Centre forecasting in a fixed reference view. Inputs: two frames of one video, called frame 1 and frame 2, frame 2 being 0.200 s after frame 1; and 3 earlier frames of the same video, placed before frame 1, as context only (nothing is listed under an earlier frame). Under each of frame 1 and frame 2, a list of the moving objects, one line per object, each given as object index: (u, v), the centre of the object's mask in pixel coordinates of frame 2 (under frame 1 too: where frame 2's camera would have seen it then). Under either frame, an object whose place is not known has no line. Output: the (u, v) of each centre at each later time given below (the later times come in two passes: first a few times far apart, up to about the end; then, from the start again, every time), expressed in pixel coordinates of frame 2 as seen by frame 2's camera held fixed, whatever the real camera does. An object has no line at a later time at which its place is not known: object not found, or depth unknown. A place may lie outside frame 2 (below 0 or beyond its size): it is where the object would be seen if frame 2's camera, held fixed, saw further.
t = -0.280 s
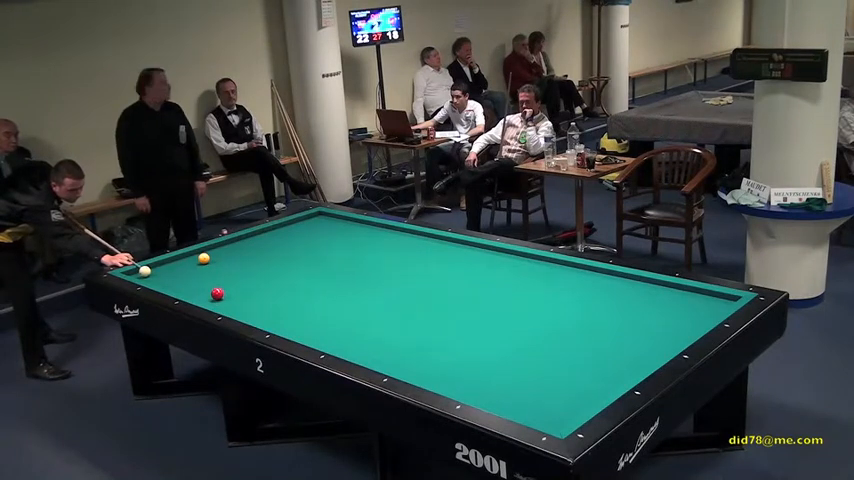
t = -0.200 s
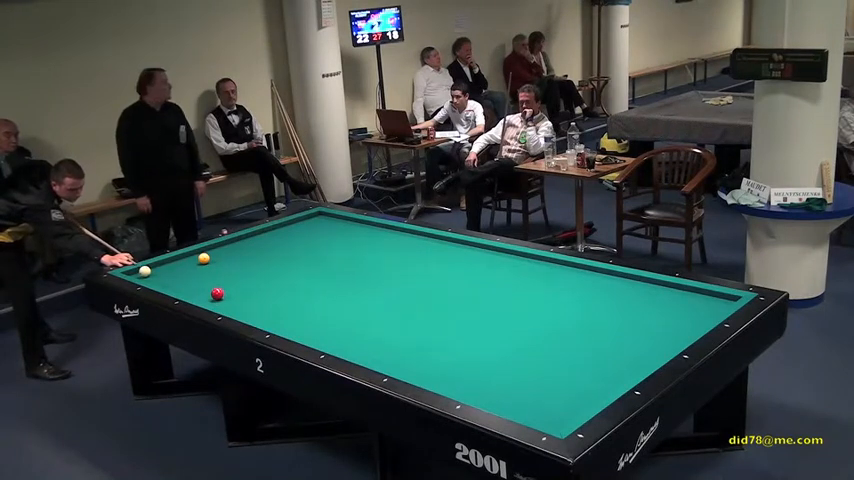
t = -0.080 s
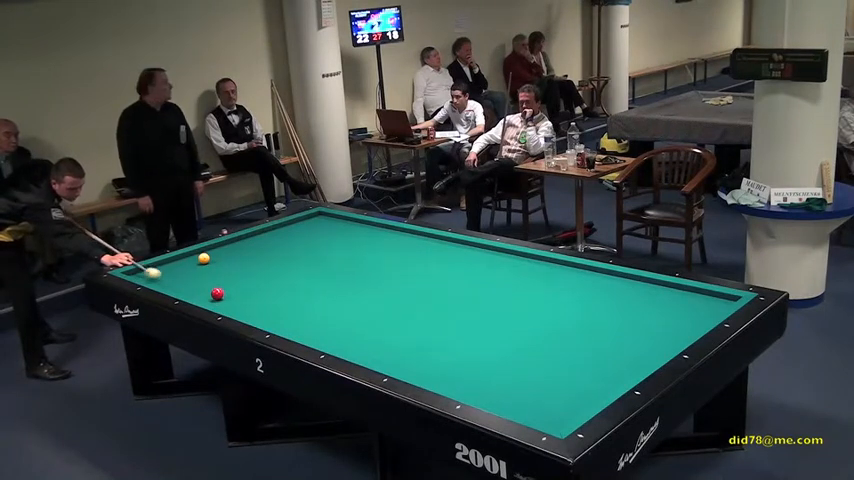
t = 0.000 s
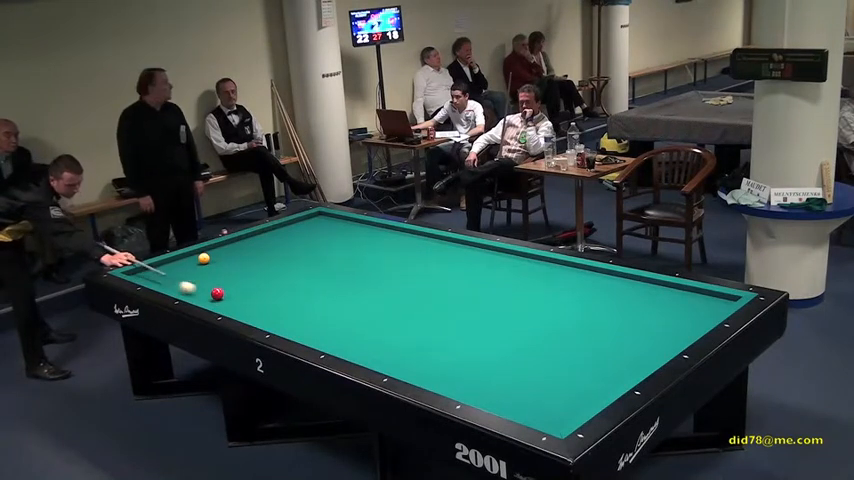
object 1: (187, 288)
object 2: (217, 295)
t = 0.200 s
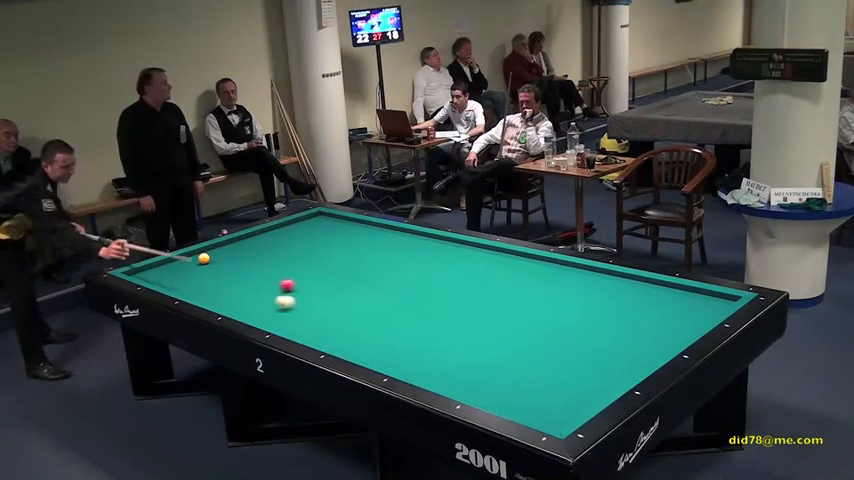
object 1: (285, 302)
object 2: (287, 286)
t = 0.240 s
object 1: (308, 303)
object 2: (303, 284)
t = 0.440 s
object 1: (423, 306)
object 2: (371, 276)
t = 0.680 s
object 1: (557, 309)
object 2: (444, 267)
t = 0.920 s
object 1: (699, 313)
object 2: (514, 258)
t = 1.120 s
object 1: (667, 288)
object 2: (532, 267)
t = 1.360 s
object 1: (569, 292)
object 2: (538, 283)
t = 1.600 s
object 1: (490, 303)
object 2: (544, 290)
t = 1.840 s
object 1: (410, 317)
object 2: (550, 295)
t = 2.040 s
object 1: (341, 330)
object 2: (554, 298)
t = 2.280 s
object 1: (321, 324)
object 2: (560, 302)
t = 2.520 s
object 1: (338, 308)
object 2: (564, 306)
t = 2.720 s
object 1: (347, 297)
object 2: (568, 310)
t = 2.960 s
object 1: (358, 284)
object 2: (573, 313)
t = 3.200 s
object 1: (368, 273)
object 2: (577, 317)
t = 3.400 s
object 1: (376, 264)
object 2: (581, 320)
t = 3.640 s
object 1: (384, 254)
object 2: (585, 324)
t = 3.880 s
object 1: (392, 245)
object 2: (588, 327)
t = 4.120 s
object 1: (399, 237)
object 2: (592, 331)
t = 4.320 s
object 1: (404, 230)
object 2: (595, 334)
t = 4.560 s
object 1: (387, 232)
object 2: (598, 336)
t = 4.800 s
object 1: (370, 233)
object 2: (600, 339)
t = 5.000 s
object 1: (356, 235)
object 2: (602, 341)
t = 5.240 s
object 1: (340, 236)
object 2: (604, 344)
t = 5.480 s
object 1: (324, 238)
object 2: (606, 346)
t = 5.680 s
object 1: (311, 239)
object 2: (607, 348)
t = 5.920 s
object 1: (296, 240)
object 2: (608, 350)
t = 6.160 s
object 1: (282, 242)
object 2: (609, 351)
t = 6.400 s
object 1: (268, 243)
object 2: (610, 353)
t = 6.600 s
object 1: (256, 244)
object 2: (610, 353)
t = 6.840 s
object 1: (243, 246)
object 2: (610, 354)
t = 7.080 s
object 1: (230, 247)
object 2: (611, 355)
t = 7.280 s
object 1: (220, 248)
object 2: (611, 355)
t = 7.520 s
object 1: (208, 249)
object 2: (611, 355)
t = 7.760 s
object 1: (199, 249)
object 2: (611, 355)
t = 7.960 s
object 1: (196, 251)
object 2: (611, 355)
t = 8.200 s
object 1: (193, 254)
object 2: (611, 355)
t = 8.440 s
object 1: (191, 256)
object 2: (611, 355)
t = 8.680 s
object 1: (189, 258)
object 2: (611, 355)
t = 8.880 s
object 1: (187, 259)
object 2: (611, 355)
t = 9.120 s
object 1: (185, 261)
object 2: (611, 355)
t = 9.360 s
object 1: (183, 263)
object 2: (611, 355)
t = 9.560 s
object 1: (182, 264)
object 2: (611, 355)
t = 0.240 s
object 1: (308, 303)
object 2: (303, 284)
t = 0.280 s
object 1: (332, 304)
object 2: (318, 282)
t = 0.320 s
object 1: (355, 304)
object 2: (332, 281)
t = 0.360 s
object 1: (378, 305)
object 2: (346, 279)
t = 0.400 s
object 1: (400, 305)
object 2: (359, 277)
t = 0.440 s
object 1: (423, 306)
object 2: (371, 276)
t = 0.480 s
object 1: (444, 306)
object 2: (384, 275)
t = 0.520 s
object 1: (467, 307)
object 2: (396, 273)
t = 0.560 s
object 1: (489, 307)
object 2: (408, 271)
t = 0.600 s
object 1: (511, 308)
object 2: (420, 270)
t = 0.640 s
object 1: (534, 309)
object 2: (432, 269)
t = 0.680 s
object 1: (557, 309)
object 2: (444, 267)
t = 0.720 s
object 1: (580, 310)
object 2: (456, 266)
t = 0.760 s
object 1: (603, 311)
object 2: (467, 264)
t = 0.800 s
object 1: (627, 311)
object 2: (480, 263)
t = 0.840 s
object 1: (651, 312)
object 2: (491, 262)
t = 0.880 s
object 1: (675, 312)
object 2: (503, 261)
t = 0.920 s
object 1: (699, 313)
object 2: (514, 258)
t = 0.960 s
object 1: (710, 310)
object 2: (526, 257)
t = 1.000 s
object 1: (701, 302)
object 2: (532, 258)
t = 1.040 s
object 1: (693, 295)
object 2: (532, 261)
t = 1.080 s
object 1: (685, 288)
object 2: (532, 264)
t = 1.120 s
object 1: (667, 288)
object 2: (532, 267)
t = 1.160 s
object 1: (649, 289)
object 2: (533, 270)
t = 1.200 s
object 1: (631, 290)
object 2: (534, 272)
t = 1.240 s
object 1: (614, 290)
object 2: (535, 275)
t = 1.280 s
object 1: (598, 291)
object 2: (536, 277)
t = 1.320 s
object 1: (583, 291)
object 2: (537, 280)
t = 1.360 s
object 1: (569, 292)
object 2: (538, 283)
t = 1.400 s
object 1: (555, 292)
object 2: (540, 285)
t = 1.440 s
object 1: (541, 292)
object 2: (541, 284)
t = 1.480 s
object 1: (528, 296)
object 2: (542, 288)
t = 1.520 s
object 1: (516, 298)
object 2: (543, 289)
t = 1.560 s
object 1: (503, 301)
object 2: (544, 290)
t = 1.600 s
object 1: (490, 303)
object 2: (544, 290)
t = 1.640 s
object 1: (477, 306)
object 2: (546, 291)
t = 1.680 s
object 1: (464, 308)
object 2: (546, 292)
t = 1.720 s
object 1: (450, 310)
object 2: (548, 292)
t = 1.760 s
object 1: (437, 313)
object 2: (548, 293)
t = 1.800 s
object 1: (424, 315)
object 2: (549, 294)
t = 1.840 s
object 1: (410, 317)
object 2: (550, 295)
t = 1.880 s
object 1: (396, 320)
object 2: (551, 295)
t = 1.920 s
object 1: (383, 322)
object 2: (552, 296)
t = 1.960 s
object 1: (369, 325)
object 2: (553, 297)
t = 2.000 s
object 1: (355, 327)
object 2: (553, 298)
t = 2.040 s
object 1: (341, 330)
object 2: (554, 298)
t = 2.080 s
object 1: (327, 332)
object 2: (555, 299)
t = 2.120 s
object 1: (313, 334)
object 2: (556, 300)
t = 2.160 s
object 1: (306, 334)
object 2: (557, 300)
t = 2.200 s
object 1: (311, 331)
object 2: (558, 301)
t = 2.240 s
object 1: (317, 328)
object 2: (559, 301)
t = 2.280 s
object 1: (321, 324)
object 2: (560, 302)
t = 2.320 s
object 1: (325, 321)
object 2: (561, 303)
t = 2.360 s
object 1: (329, 318)
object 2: (561, 304)
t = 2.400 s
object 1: (331, 316)
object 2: (562, 304)
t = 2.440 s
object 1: (334, 313)
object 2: (563, 305)
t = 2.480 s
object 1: (336, 310)
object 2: (564, 306)
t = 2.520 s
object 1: (338, 308)
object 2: (564, 306)
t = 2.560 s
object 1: (340, 306)
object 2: (565, 307)
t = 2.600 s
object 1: (342, 303)
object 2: (566, 308)
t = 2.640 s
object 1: (344, 301)
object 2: (567, 308)
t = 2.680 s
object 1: (345, 299)
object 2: (568, 309)
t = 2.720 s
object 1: (347, 297)
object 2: (568, 310)
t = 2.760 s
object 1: (349, 295)
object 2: (569, 310)
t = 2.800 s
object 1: (351, 292)
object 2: (570, 311)
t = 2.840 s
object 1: (353, 290)
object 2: (570, 311)
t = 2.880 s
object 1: (355, 288)
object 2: (572, 312)
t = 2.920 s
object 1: (356, 286)
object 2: (572, 313)
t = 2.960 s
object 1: (358, 284)
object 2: (573, 313)
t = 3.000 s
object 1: (360, 282)
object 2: (574, 314)
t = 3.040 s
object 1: (362, 280)
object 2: (574, 315)
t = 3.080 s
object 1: (363, 278)
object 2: (575, 315)
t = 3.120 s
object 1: (365, 276)
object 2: (576, 316)
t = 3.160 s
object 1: (366, 274)
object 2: (576, 317)
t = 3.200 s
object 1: (368, 273)
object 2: (577, 317)
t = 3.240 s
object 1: (369, 271)
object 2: (578, 318)
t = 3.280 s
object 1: (371, 269)
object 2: (579, 319)
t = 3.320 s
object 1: (373, 267)
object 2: (579, 319)
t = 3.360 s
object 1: (374, 265)
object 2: (580, 320)
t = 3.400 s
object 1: (376, 264)
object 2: (581, 320)
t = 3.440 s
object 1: (377, 262)
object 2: (581, 321)
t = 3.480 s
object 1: (379, 260)
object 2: (582, 322)
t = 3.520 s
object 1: (380, 259)
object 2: (582, 322)
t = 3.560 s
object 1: (381, 257)
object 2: (583, 323)
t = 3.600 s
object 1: (383, 256)
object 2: (584, 323)
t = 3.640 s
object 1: (384, 254)
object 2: (585, 324)
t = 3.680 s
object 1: (386, 252)
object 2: (585, 324)
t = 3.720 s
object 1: (387, 251)
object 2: (586, 325)
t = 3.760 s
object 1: (388, 249)
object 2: (586, 326)
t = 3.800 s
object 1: (389, 248)
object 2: (587, 326)
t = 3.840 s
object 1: (391, 247)
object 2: (588, 327)
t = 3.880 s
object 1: (392, 245)
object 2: (588, 327)
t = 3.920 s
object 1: (393, 244)
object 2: (589, 328)
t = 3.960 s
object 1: (394, 242)
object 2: (589, 329)
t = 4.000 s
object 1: (396, 241)
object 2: (590, 329)
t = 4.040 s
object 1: (397, 239)
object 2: (591, 330)
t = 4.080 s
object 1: (398, 238)
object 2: (591, 330)
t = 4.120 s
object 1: (399, 237)
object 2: (592, 331)
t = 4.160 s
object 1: (400, 235)
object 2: (592, 331)
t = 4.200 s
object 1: (401, 234)
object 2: (593, 332)
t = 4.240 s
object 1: (402, 233)
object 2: (593, 332)
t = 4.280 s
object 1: (404, 232)
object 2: (594, 333)
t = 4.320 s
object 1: (404, 230)
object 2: (595, 334)
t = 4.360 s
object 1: (402, 231)
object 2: (595, 334)
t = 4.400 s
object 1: (398, 231)
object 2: (596, 335)
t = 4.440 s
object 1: (395, 231)
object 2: (596, 335)
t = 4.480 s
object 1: (393, 231)
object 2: (597, 336)
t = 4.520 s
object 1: (390, 232)
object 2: (597, 336)
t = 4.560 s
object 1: (387, 232)
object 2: (598, 336)
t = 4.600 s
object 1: (384, 232)
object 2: (598, 337)
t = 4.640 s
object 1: (381, 232)
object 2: (598, 337)
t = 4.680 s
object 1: (378, 233)
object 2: (599, 338)
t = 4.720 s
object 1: (376, 233)
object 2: (599, 338)
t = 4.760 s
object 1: (373, 233)
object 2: (600, 339)
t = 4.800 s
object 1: (370, 233)
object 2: (600, 339)
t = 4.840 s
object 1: (367, 233)
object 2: (601, 340)
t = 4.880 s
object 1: (364, 234)
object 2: (601, 340)
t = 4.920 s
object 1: (361, 234)
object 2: (601, 341)
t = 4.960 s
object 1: (359, 234)
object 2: (602, 341)
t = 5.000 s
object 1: (356, 235)
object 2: (602, 341)
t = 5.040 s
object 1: (353, 235)
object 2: (602, 342)
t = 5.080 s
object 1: (350, 235)
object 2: (602, 342)
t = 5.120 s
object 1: (348, 235)
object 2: (603, 343)
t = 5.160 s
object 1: (345, 236)
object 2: (603, 343)
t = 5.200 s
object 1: (342, 236)
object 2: (604, 344)
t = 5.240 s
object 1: (340, 236)
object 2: (604, 344)
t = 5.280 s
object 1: (337, 236)
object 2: (604, 345)
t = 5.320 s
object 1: (334, 237)
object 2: (605, 345)
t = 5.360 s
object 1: (332, 237)
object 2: (605, 345)
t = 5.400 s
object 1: (329, 237)
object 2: (605, 345)
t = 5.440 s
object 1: (327, 237)
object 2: (606, 346)
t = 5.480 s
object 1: (324, 238)
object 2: (606, 346)
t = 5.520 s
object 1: (321, 238)
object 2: (606, 347)
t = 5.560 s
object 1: (319, 238)
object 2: (607, 347)
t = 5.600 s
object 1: (316, 239)
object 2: (607, 347)
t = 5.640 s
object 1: (313, 239)
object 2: (607, 348)
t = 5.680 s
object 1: (311, 239)
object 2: (607, 348)
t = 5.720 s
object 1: (309, 239)
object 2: (607, 348)
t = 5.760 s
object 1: (306, 240)
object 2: (608, 349)
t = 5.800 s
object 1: (304, 240)
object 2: (608, 349)
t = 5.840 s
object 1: (301, 240)
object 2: (608, 349)
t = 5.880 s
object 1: (299, 240)
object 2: (608, 350)
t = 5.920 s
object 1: (296, 240)
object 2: (608, 350)
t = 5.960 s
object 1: (294, 240)
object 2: (608, 350)
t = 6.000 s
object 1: (291, 241)
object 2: (608, 350)
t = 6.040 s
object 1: (289, 241)
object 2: (609, 351)
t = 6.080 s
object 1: (286, 241)
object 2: (609, 351)
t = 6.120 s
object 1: (284, 241)
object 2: (609, 351)
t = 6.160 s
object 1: (282, 242)
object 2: (609, 351)
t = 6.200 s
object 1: (279, 242)
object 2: (609, 352)
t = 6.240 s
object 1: (277, 242)
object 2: (609, 352)
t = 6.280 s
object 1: (274, 242)
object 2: (609, 352)
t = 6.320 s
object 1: (272, 242)
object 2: (610, 352)
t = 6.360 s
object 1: (270, 243)
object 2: (610, 353)
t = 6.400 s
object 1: (268, 243)
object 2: (610, 353)
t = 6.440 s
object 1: (265, 243)
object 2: (610, 353)
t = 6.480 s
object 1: (263, 243)
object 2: (610, 353)
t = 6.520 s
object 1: (261, 244)
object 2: (610, 353)
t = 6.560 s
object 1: (259, 244)
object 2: (610, 353)
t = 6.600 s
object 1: (256, 244)
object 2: (610, 353)
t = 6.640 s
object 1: (254, 244)
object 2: (610, 354)
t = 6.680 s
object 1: (252, 245)
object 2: (610, 354)
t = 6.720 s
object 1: (249, 245)
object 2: (610, 354)
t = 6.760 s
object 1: (247, 245)
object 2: (610, 354)
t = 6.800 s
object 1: (245, 245)
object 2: (610, 354)
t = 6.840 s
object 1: (243, 246)
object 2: (610, 354)
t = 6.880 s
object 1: (241, 246)
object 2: (610, 354)
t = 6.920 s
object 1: (239, 246)
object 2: (611, 355)
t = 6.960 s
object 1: (237, 246)
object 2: (611, 355)
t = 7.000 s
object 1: (235, 246)
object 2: (611, 355)
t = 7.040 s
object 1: (233, 247)
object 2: (611, 355)
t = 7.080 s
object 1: (230, 247)
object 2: (611, 355)
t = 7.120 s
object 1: (228, 247)
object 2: (611, 355)
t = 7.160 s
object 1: (226, 247)
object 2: (611, 355)
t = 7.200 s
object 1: (224, 247)
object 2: (610, 355)
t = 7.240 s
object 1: (222, 247)
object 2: (611, 355)
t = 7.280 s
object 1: (220, 248)
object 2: (611, 355)
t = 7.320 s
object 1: (218, 248)
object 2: (611, 355)
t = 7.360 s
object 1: (216, 248)
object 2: (611, 355)
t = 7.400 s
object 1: (214, 248)
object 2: (611, 355)
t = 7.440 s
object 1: (212, 248)
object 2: (611, 355)
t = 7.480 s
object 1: (210, 248)
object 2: (611, 355)
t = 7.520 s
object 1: (208, 249)
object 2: (611, 355)
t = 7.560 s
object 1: (207, 248)
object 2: (611, 355)
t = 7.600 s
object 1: (205, 249)
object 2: (611, 355)
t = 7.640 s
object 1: (202, 249)
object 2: (611, 355)
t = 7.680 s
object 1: (200, 249)
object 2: (611, 355)
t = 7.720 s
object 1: (200, 249)
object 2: (611, 355)
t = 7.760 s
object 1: (199, 249)
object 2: (611, 355)
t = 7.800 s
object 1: (198, 250)
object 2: (611, 355)
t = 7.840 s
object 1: (198, 250)
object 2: (611, 355)
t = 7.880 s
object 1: (197, 250)
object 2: (611, 355)
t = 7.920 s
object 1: (197, 251)
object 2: (611, 355)
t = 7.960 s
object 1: (196, 251)
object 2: (611, 355)
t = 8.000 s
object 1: (196, 252)
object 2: (611, 355)
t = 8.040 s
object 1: (195, 252)
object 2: (611, 355)
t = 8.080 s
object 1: (195, 252)
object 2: (611, 355)
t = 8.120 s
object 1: (194, 253)
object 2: (611, 355)
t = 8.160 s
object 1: (194, 253)
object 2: (611, 355)
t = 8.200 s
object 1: (193, 254)
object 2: (611, 355)
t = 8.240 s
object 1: (193, 254)
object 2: (611, 355)
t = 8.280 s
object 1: (192, 254)
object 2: (611, 355)
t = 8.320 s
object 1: (192, 255)
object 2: (611, 355)
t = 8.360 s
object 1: (192, 255)
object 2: (611, 355)
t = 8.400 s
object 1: (191, 256)
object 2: (611, 355)
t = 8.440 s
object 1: (191, 256)
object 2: (611, 355)
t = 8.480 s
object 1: (191, 256)
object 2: (611, 355)
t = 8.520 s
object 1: (190, 257)
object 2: (611, 355)
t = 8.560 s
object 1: (190, 257)
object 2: (611, 355)
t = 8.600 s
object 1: (190, 257)
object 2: (611, 355)
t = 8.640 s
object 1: (189, 258)
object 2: (611, 355)
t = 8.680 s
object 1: (189, 258)
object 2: (611, 355)
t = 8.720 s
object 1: (188, 259)
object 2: (611, 355)
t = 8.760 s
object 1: (188, 259)
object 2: (611, 355)
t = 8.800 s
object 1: (187, 259)
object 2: (611, 355)
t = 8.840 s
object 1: (187, 259)
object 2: (611, 355)
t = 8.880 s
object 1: (187, 259)
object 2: (611, 355)
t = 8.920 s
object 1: (186, 260)
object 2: (611, 355)
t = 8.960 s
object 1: (186, 260)
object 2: (611, 355)
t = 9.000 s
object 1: (186, 261)
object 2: (611, 355)
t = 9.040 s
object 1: (185, 261)
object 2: (611, 355)
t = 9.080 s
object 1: (185, 261)
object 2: (611, 355)
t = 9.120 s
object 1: (185, 261)
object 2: (611, 355)
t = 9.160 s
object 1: (184, 261)
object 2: (611, 355)
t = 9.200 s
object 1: (184, 262)
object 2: (611, 355)
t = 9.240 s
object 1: (184, 262)
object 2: (611, 355)
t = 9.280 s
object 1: (184, 262)
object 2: (611, 355)
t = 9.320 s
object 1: (183, 262)
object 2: (611, 355)
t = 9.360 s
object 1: (183, 263)
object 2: (611, 355)
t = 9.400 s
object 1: (183, 263)
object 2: (611, 355)
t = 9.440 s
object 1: (183, 263)
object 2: (611, 355)
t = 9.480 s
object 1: (182, 263)
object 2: (611, 355)
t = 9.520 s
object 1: (182, 264)
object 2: (611, 355)
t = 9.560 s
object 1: (182, 264)
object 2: (611, 355)
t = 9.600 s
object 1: (182, 264)
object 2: (611, 355)
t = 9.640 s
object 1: (182, 264)
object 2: (611, 355)
